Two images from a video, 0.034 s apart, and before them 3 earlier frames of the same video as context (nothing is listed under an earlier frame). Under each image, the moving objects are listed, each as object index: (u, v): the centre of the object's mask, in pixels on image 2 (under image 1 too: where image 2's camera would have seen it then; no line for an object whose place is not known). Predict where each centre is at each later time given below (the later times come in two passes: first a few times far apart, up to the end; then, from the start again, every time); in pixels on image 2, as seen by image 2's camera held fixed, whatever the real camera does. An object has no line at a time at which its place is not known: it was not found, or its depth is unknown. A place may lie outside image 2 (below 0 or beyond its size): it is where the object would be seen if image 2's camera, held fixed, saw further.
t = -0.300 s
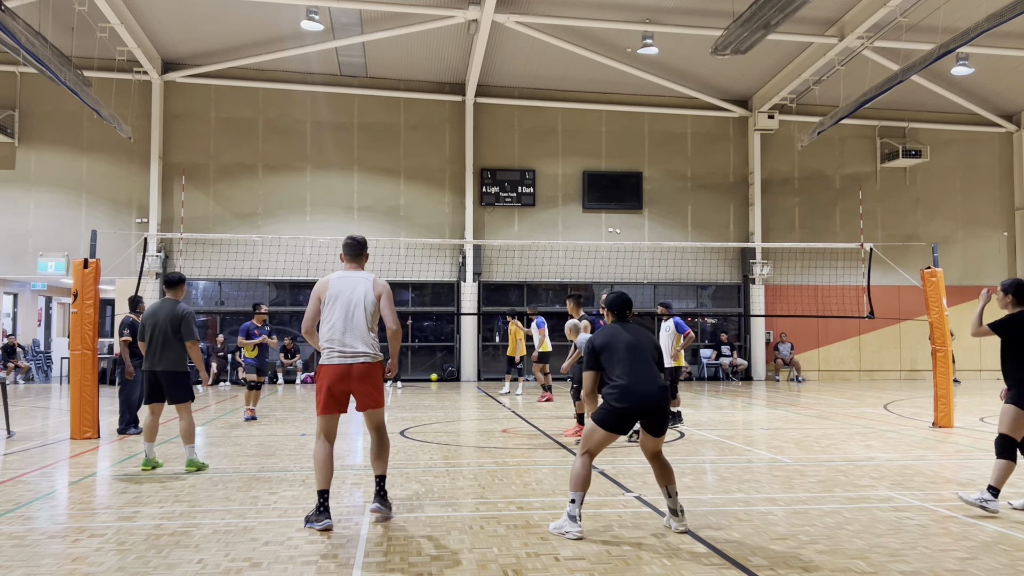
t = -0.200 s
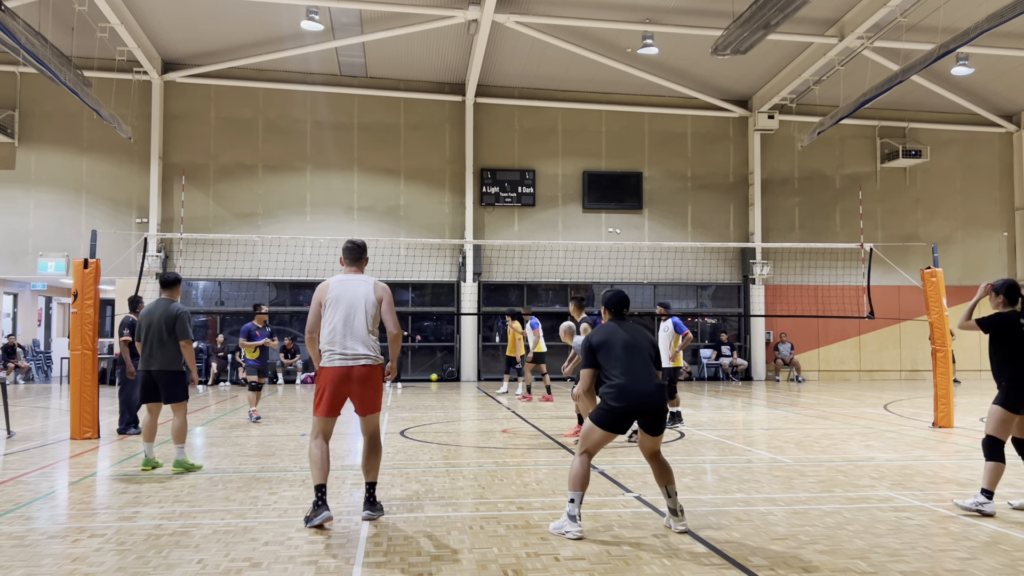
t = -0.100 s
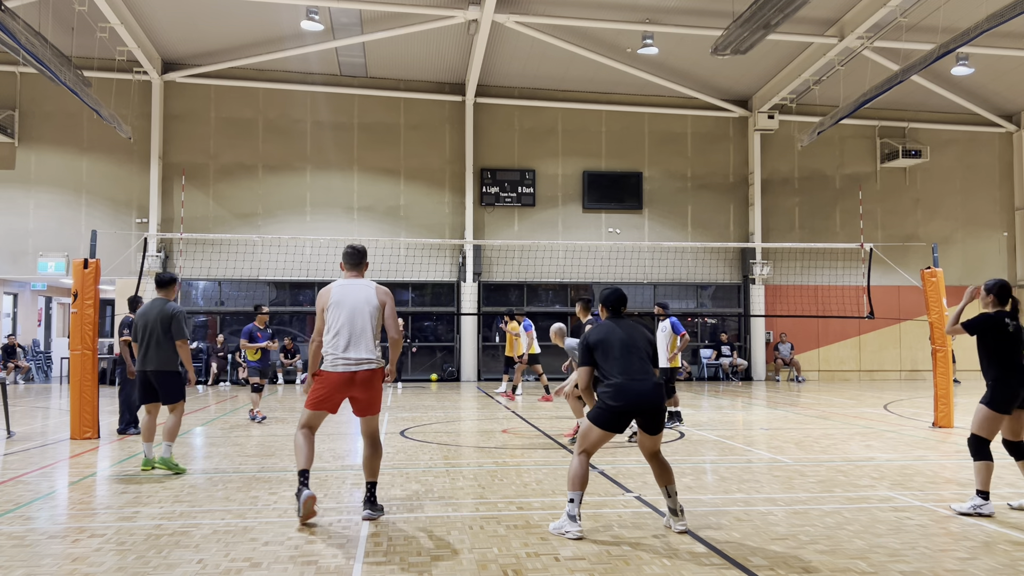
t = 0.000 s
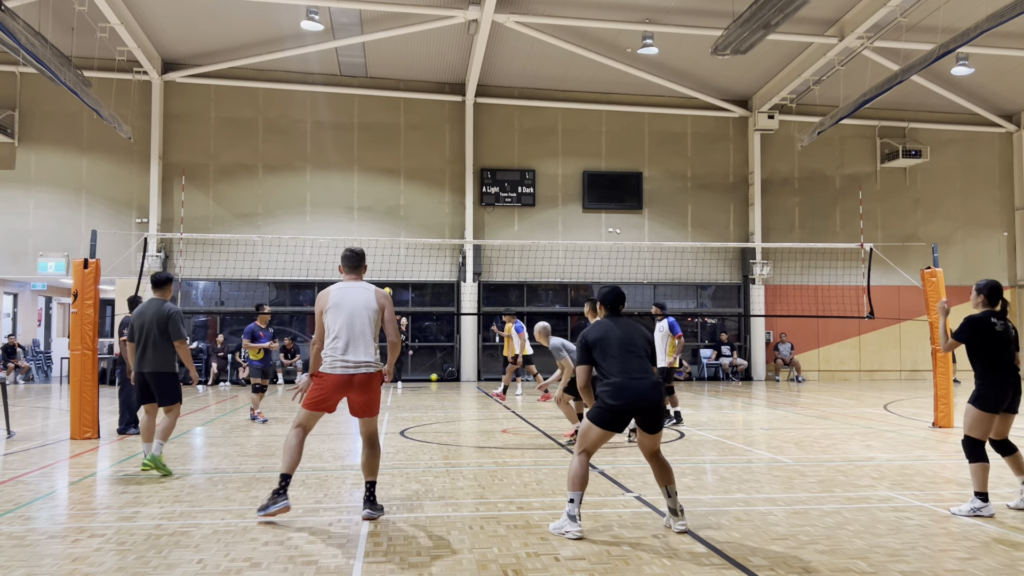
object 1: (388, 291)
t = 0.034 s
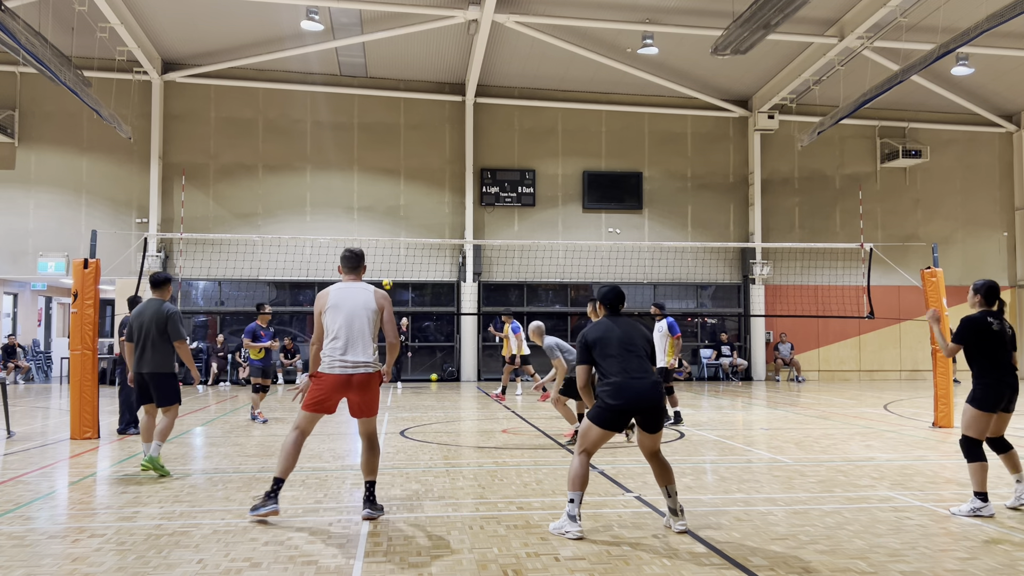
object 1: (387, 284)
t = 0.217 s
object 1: (384, 234)
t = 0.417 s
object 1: (377, 181)
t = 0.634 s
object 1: (358, 128)
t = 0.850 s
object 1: (317, 88)
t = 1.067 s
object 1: (245, 85)
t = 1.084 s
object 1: (238, 87)
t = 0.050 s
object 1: (387, 280)
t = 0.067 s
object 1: (387, 274)
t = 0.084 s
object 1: (387, 270)
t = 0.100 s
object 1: (386, 266)
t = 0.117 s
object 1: (386, 261)
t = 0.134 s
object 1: (386, 257)
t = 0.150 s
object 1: (386, 252)
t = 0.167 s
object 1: (385, 248)
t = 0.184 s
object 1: (385, 245)
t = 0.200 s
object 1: (385, 238)
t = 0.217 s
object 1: (384, 234)
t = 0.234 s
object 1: (384, 230)
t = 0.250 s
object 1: (383, 225)
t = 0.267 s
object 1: (383, 221)
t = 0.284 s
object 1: (382, 217)
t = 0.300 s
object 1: (382, 212)
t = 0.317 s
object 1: (381, 208)
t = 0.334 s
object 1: (381, 203)
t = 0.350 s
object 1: (380, 199)
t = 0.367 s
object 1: (379, 194)
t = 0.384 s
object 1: (379, 190)
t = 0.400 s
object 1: (378, 185)
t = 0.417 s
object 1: (377, 181)
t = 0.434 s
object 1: (376, 177)
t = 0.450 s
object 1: (375, 173)
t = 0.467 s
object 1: (374, 168)
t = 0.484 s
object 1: (372, 164)
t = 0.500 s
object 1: (371, 160)
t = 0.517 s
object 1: (370, 156)
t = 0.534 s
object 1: (368, 152)
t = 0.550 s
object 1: (367, 148)
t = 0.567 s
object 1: (365, 144)
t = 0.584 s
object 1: (364, 140)
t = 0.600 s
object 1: (362, 136)
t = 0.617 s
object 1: (360, 132)
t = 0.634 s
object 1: (358, 128)
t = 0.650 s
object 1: (355, 124)
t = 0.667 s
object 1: (353, 121)
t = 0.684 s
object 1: (350, 117)
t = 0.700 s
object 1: (348, 114)
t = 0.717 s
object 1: (345, 110)
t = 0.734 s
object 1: (342, 107)
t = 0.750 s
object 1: (339, 104)
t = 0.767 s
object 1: (336, 101)
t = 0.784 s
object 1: (333, 98)
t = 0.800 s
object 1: (329, 95)
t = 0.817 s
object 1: (325, 93)
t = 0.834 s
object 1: (322, 90)
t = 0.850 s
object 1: (317, 88)
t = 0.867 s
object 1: (313, 86)
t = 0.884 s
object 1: (308, 84)
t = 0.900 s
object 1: (304, 82)
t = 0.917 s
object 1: (299, 81)
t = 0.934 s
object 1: (293, 80)
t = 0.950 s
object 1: (288, 80)
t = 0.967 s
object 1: (283, 79)
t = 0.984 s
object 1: (277, 79)
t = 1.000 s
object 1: (271, 80)
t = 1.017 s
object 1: (265, 81)
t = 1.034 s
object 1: (258, 82)
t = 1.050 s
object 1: (252, 83)
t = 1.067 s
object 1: (245, 85)
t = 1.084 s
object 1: (238, 87)
